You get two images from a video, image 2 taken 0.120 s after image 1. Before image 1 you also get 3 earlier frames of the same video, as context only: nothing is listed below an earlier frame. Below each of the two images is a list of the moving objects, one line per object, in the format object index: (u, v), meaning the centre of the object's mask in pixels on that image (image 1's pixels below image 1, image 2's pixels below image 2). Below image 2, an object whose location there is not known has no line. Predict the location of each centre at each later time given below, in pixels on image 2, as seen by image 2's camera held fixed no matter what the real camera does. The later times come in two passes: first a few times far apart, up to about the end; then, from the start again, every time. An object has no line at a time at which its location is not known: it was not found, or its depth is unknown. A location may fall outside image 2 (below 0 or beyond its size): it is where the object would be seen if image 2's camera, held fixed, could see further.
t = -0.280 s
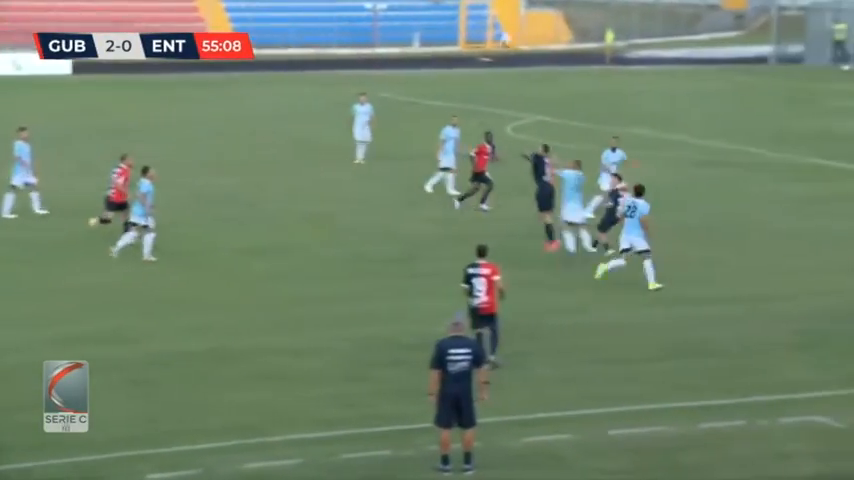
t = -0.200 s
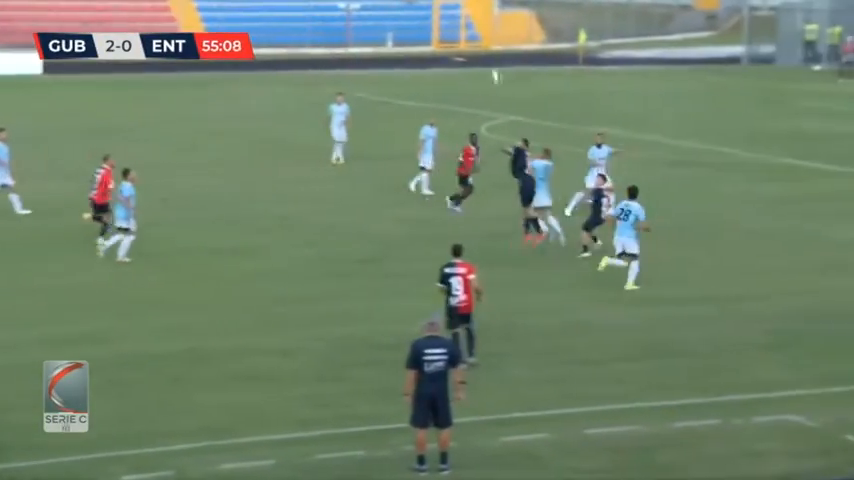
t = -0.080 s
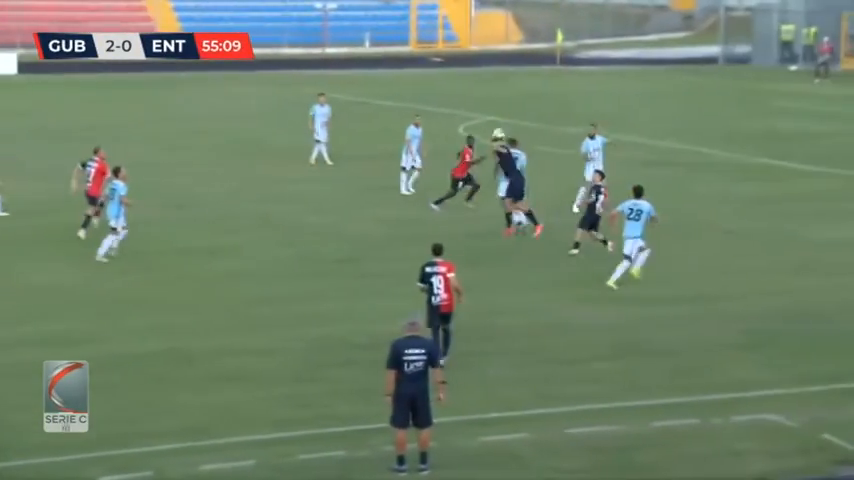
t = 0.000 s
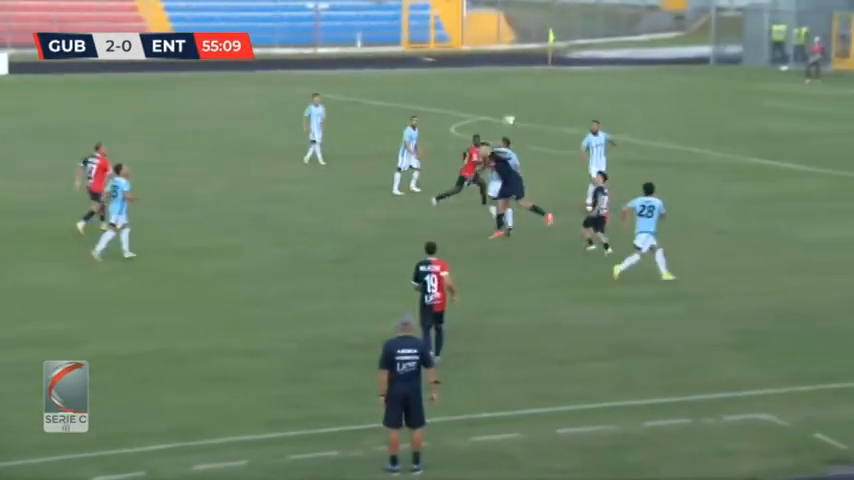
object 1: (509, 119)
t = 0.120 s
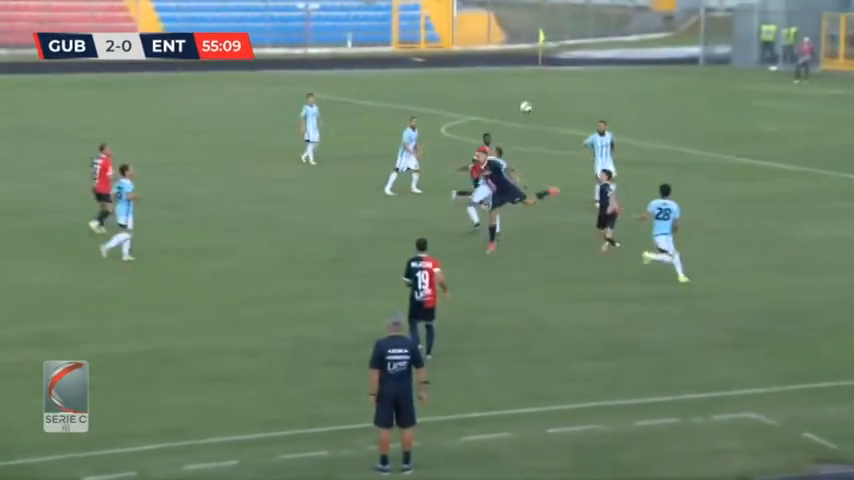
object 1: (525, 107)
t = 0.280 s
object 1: (560, 101)
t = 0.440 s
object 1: (590, 109)
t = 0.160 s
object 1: (534, 104)
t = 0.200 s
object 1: (543, 101)
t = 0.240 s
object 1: (551, 100)
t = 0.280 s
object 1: (560, 101)
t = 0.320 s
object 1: (568, 102)
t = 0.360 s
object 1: (577, 103)
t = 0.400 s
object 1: (584, 106)
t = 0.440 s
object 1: (590, 109)
